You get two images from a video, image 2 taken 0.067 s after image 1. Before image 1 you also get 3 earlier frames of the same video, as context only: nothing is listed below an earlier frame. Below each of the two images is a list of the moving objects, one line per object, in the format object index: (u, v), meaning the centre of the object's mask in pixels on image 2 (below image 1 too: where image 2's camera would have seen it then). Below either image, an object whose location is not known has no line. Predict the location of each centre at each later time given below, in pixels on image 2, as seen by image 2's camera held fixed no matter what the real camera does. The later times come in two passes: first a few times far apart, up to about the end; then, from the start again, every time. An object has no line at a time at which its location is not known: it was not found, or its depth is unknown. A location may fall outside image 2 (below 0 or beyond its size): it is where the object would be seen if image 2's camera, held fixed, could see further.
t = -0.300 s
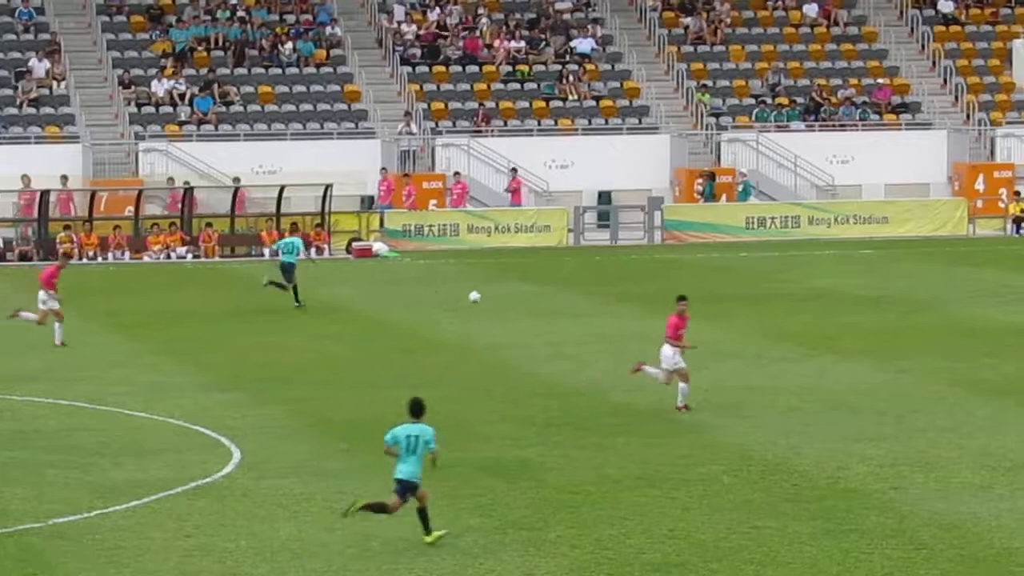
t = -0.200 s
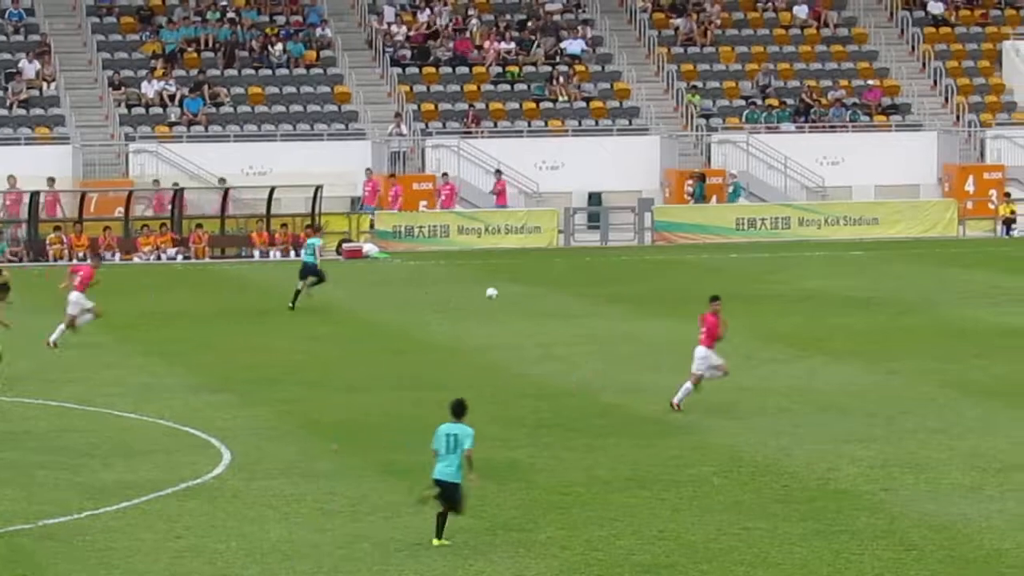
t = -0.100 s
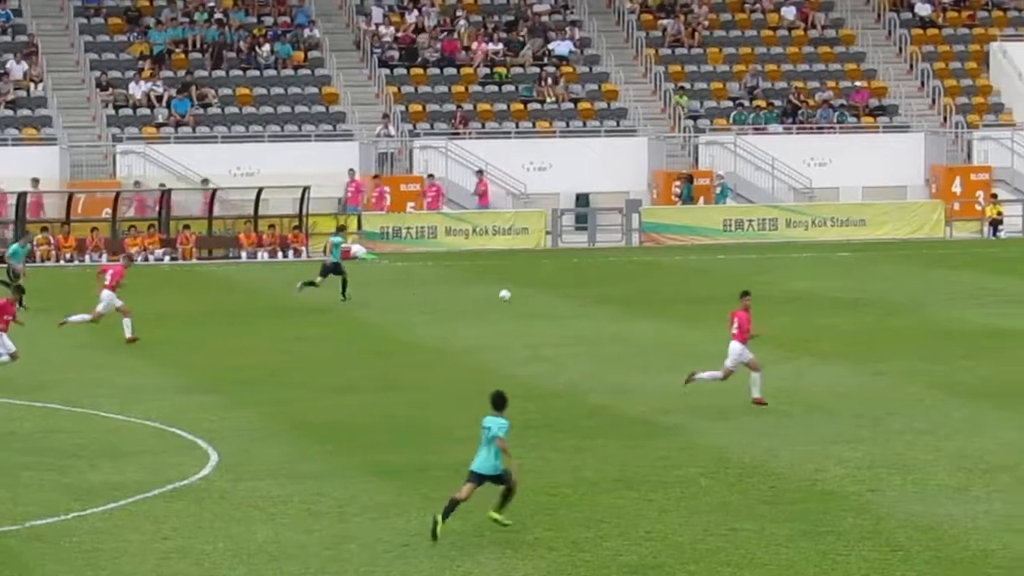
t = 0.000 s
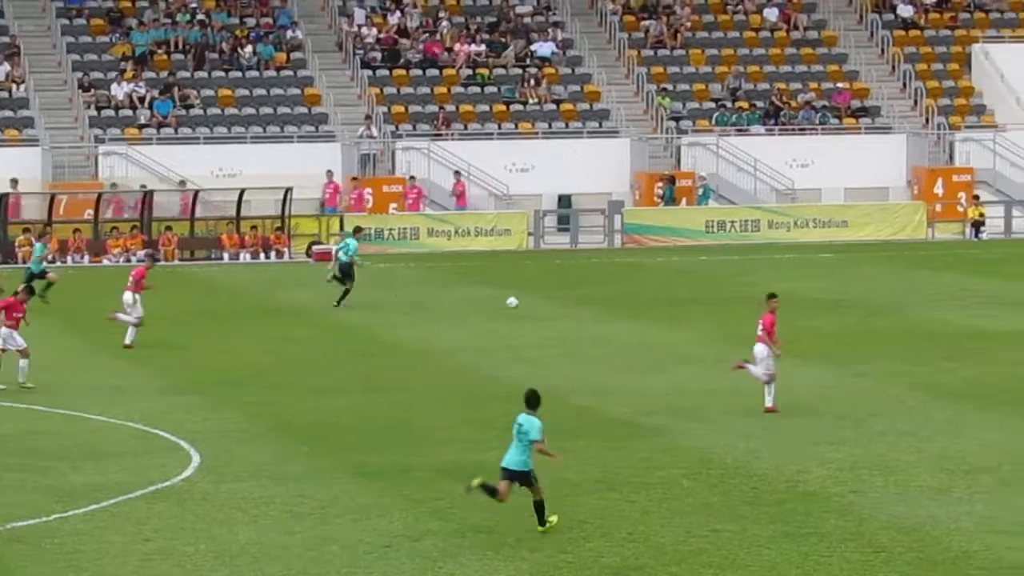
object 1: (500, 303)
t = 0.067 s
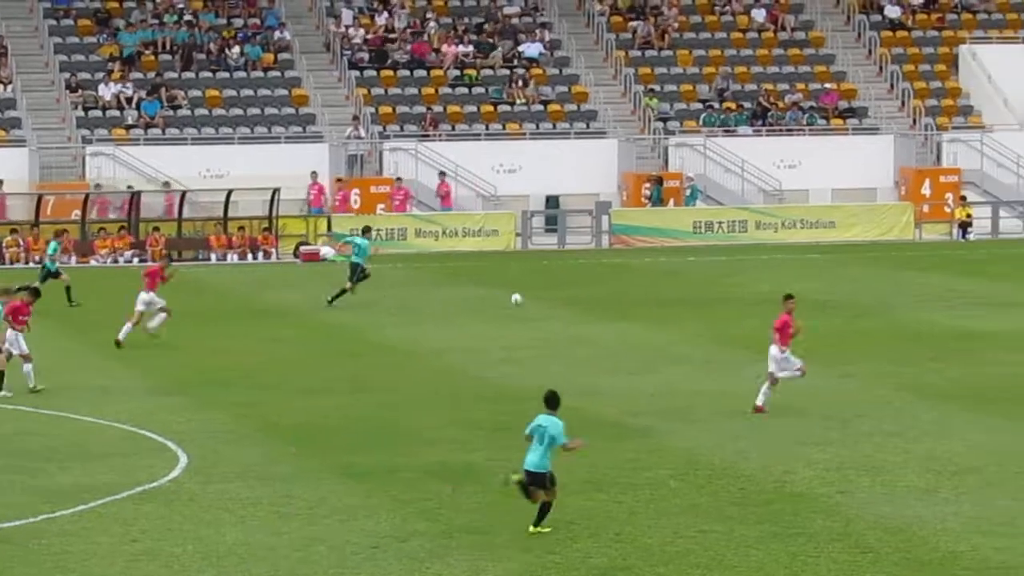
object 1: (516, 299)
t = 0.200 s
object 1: (548, 298)
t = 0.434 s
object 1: (602, 292)
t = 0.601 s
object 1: (637, 290)
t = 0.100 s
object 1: (524, 298)
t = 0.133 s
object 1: (532, 297)
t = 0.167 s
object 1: (540, 297)
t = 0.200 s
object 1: (548, 298)
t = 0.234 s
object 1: (556, 298)
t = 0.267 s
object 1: (564, 298)
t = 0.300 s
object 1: (572, 295)
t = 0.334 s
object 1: (579, 293)
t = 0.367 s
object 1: (587, 292)
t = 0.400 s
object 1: (594, 292)
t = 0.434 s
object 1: (602, 292)
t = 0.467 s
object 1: (609, 293)
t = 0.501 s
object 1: (616, 294)
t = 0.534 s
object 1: (623, 293)
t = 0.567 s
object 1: (631, 291)
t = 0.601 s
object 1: (637, 290)
